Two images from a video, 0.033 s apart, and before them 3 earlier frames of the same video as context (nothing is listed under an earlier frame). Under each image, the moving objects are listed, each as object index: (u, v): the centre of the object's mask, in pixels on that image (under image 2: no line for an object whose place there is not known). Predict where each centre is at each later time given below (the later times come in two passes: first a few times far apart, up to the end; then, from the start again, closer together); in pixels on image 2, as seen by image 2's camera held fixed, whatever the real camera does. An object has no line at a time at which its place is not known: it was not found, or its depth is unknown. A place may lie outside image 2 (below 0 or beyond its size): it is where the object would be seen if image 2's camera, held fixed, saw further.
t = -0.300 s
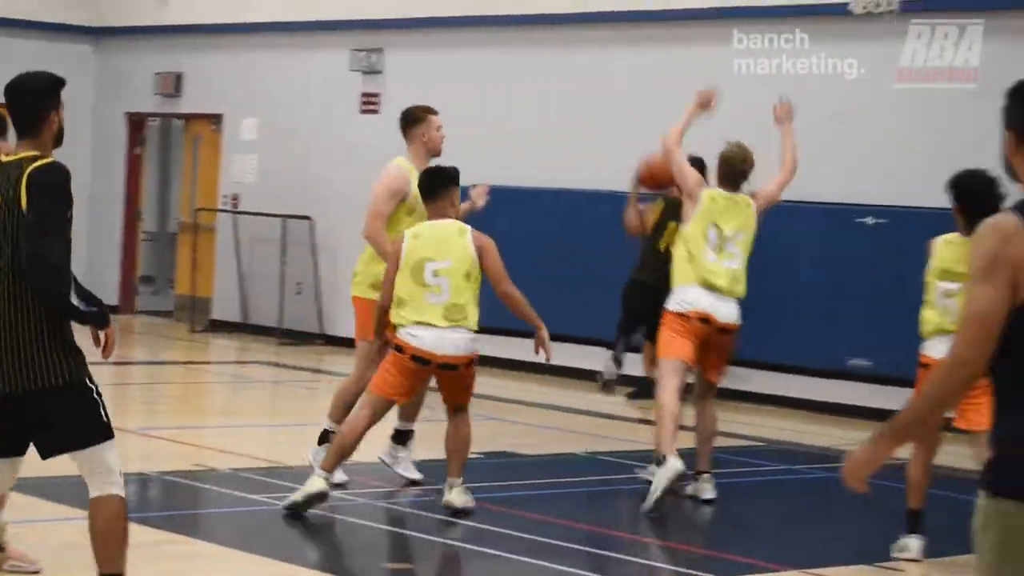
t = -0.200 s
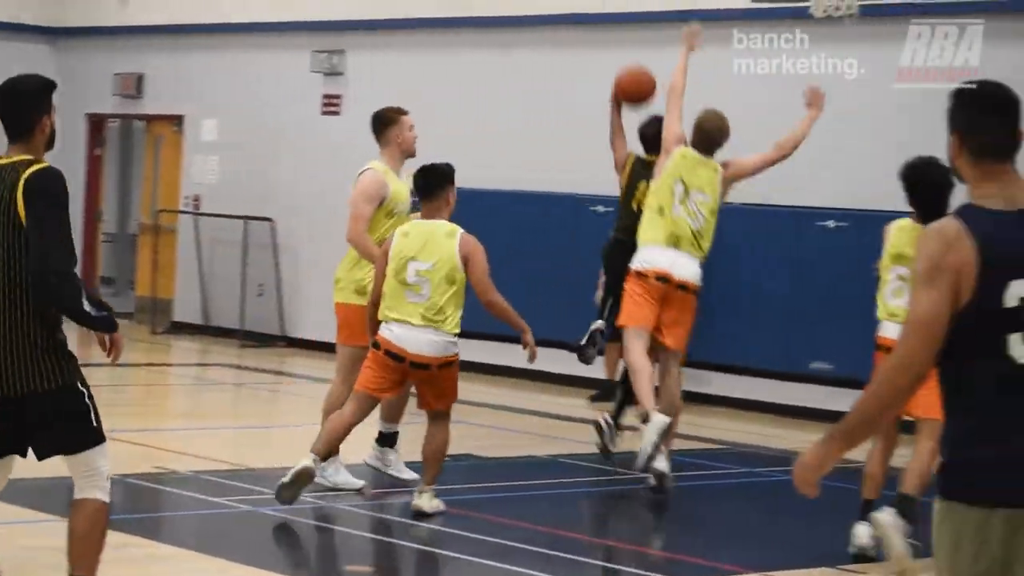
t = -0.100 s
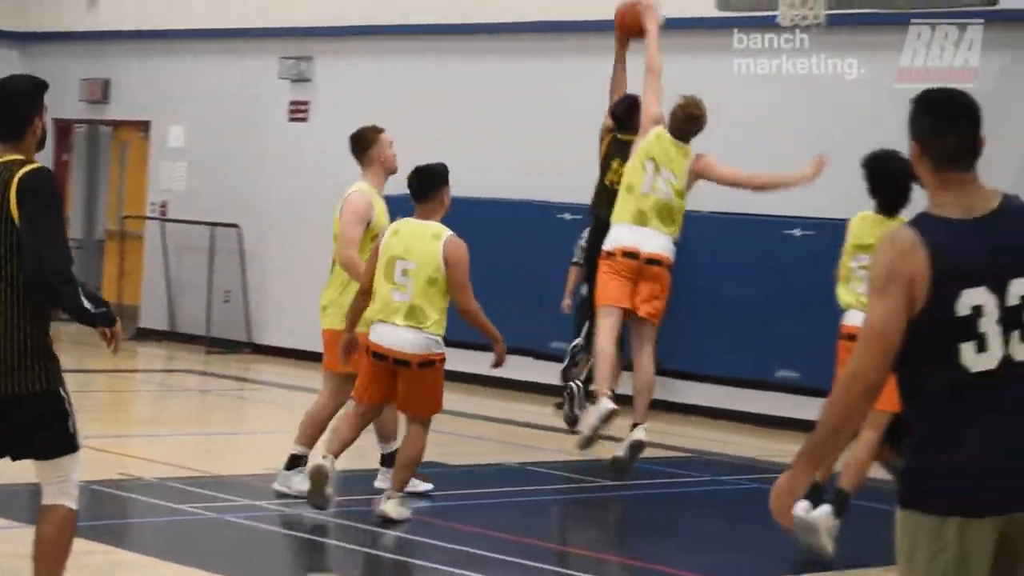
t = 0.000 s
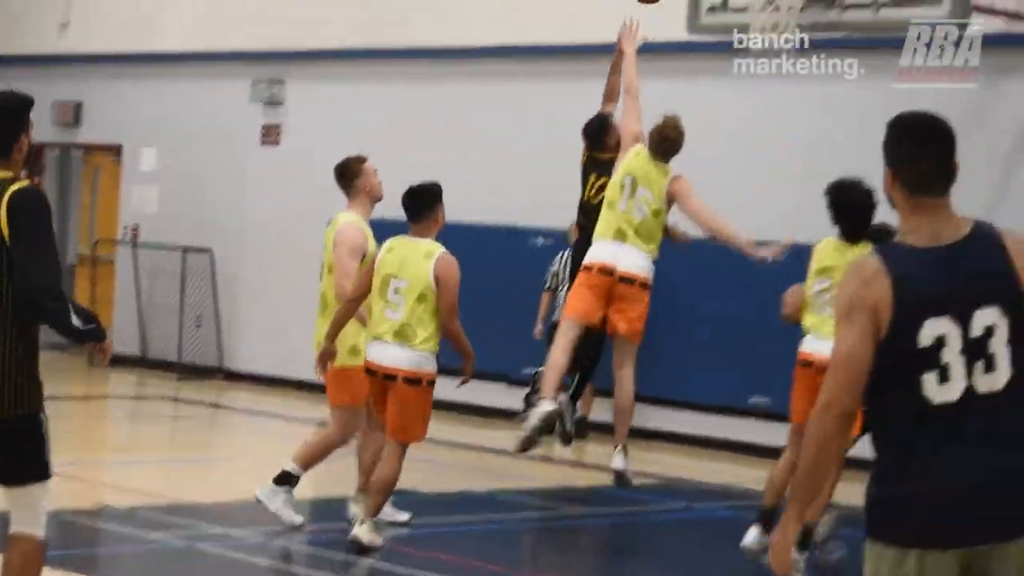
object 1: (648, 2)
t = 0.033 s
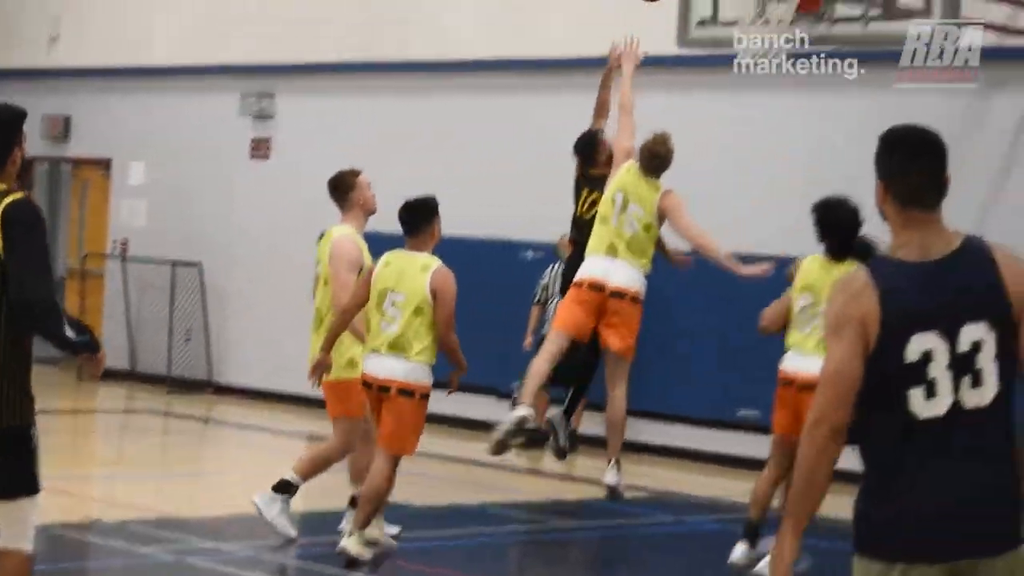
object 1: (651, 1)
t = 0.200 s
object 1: (718, -63)
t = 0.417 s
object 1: (755, -71)
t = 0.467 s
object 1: (751, -61)
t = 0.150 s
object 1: (699, -50)
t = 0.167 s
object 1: (706, -56)
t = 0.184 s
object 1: (712, -60)
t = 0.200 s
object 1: (718, -63)
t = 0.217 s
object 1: (724, -66)
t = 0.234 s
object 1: (730, -69)
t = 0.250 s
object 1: (736, -72)
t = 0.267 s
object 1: (741, -75)
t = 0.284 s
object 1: (747, -77)
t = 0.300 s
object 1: (754, -78)
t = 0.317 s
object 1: (759, -77)
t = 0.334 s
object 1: (762, -76)
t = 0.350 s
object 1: (762, -76)
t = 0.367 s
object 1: (760, -76)
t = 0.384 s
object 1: (759, -75)
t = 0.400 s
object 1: (757, -72)
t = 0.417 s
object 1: (755, -71)
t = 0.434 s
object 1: (754, -68)
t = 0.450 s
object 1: (752, -65)
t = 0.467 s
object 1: (751, -61)
